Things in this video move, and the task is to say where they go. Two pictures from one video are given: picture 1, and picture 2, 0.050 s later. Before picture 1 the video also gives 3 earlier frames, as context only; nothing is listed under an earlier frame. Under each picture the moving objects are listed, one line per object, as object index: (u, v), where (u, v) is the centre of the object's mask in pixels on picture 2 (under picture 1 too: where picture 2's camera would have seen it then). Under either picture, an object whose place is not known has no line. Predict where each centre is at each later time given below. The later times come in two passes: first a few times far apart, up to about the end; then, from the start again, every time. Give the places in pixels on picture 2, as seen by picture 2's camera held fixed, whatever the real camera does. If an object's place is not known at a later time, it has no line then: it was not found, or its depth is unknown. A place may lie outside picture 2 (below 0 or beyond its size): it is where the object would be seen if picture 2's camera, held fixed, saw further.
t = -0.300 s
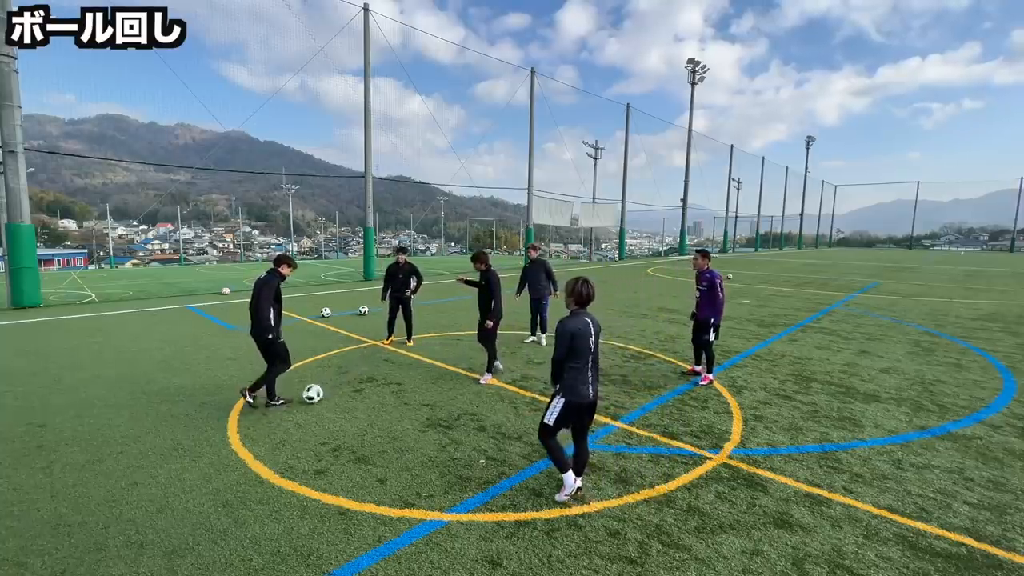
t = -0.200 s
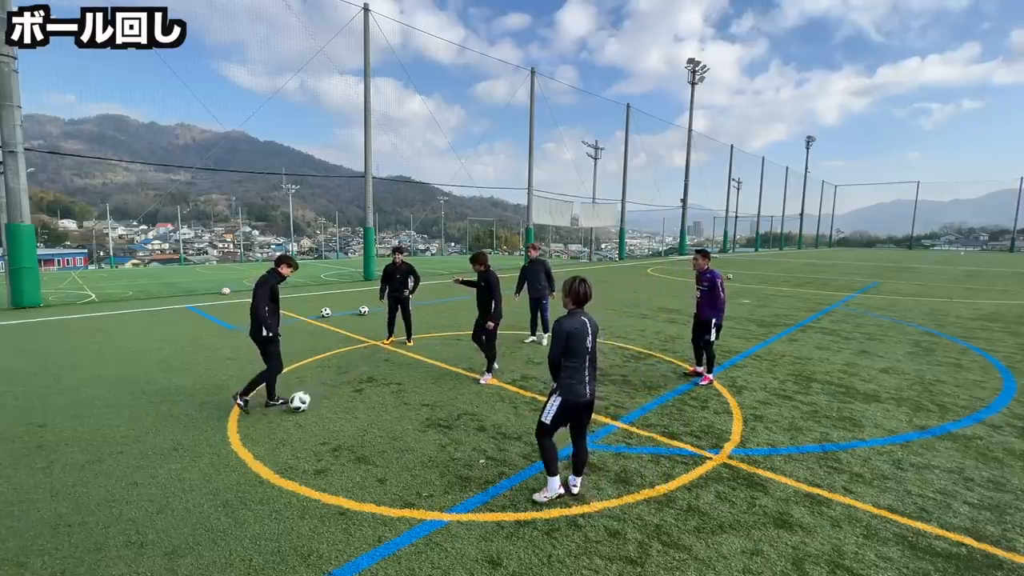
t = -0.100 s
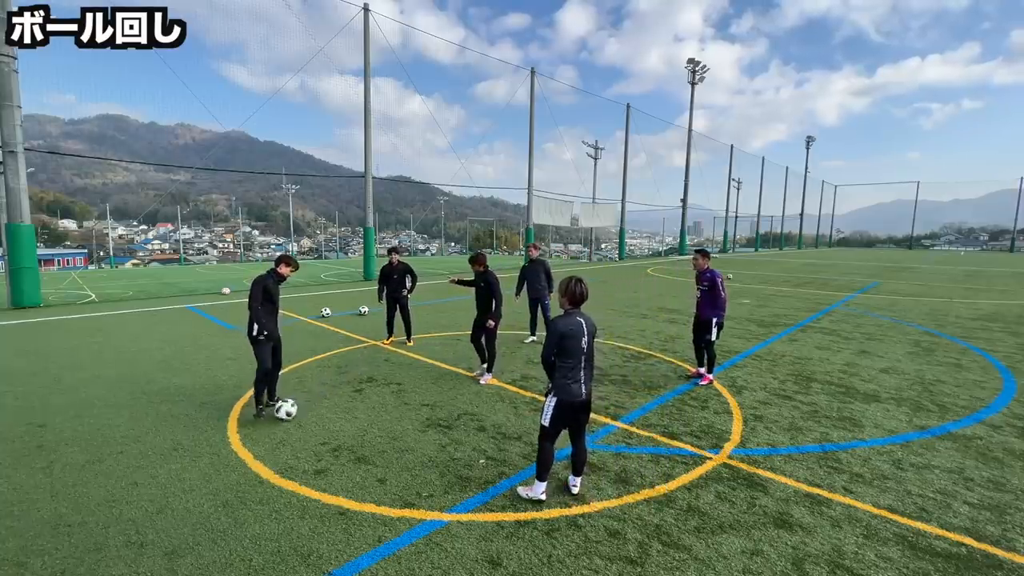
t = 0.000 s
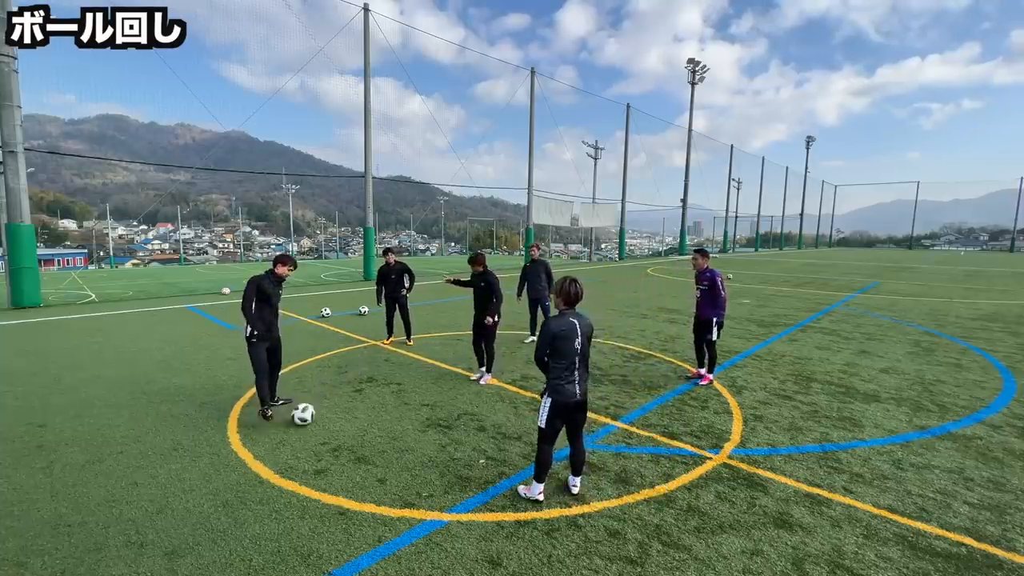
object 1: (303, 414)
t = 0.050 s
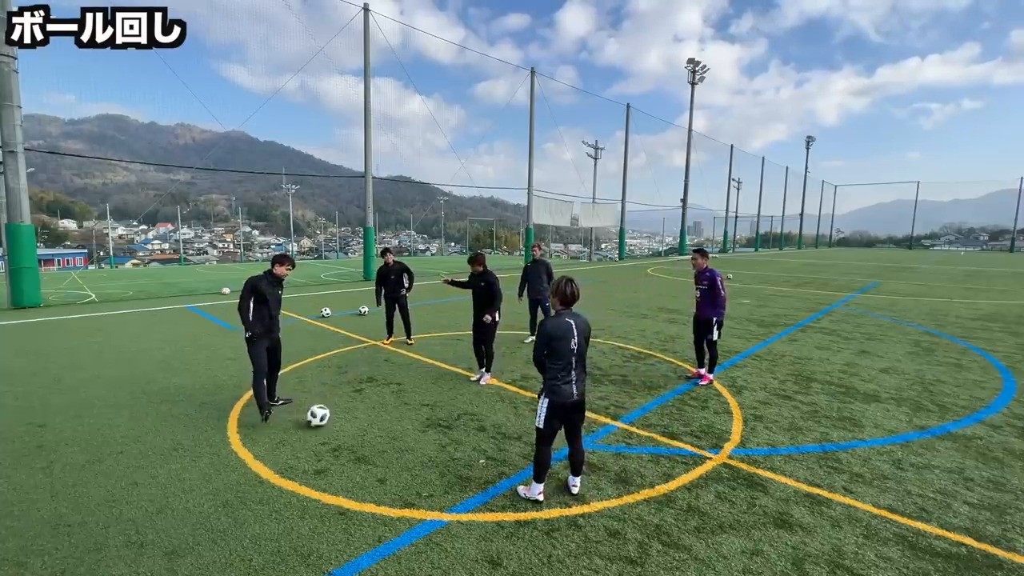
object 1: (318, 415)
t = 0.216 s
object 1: (360, 421)
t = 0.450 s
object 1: (406, 429)
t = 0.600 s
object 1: (436, 435)
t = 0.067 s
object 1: (323, 416)
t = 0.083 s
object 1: (327, 417)
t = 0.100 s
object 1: (331, 417)
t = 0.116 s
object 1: (336, 418)
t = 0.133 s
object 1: (340, 418)
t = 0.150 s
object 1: (344, 418)
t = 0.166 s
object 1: (348, 419)
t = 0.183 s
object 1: (352, 419)
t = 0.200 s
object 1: (356, 420)
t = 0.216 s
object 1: (360, 421)
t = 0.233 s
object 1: (364, 421)
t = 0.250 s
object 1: (367, 421)
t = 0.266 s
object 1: (370, 421)
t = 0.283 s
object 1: (373, 422)
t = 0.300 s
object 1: (376, 422)
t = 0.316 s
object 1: (380, 423)
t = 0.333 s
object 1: (383, 424)
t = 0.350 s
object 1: (386, 426)
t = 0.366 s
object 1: (389, 427)
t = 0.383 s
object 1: (393, 427)
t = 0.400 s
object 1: (396, 427)
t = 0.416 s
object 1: (399, 427)
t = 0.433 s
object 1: (402, 428)
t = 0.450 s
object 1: (406, 429)
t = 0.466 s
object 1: (409, 430)
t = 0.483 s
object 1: (413, 431)
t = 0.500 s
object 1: (416, 431)
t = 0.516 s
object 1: (419, 432)
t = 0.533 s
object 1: (422, 432)
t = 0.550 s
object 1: (426, 433)
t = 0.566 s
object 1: (429, 434)
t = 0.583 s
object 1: (433, 434)
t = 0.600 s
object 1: (436, 435)
